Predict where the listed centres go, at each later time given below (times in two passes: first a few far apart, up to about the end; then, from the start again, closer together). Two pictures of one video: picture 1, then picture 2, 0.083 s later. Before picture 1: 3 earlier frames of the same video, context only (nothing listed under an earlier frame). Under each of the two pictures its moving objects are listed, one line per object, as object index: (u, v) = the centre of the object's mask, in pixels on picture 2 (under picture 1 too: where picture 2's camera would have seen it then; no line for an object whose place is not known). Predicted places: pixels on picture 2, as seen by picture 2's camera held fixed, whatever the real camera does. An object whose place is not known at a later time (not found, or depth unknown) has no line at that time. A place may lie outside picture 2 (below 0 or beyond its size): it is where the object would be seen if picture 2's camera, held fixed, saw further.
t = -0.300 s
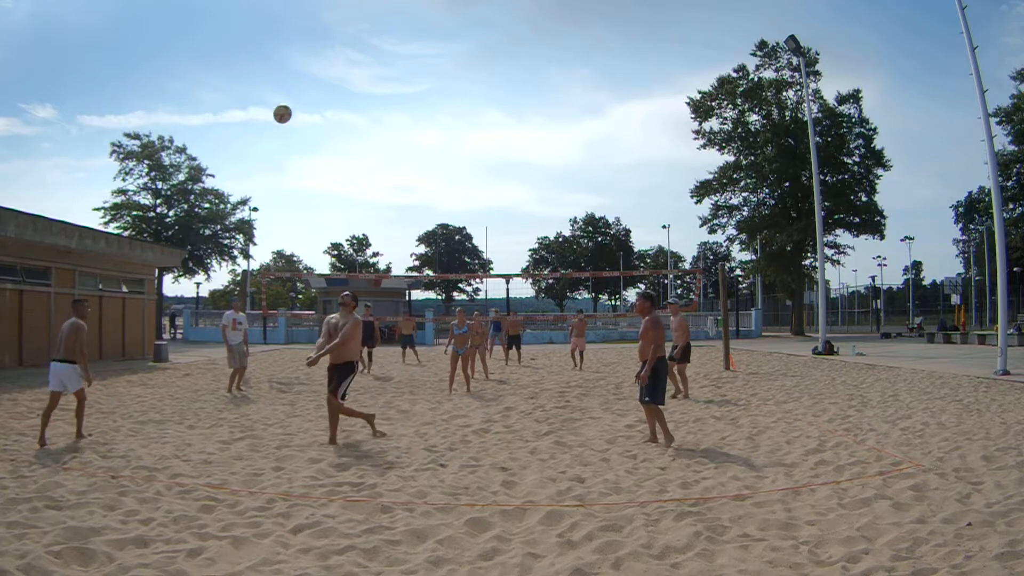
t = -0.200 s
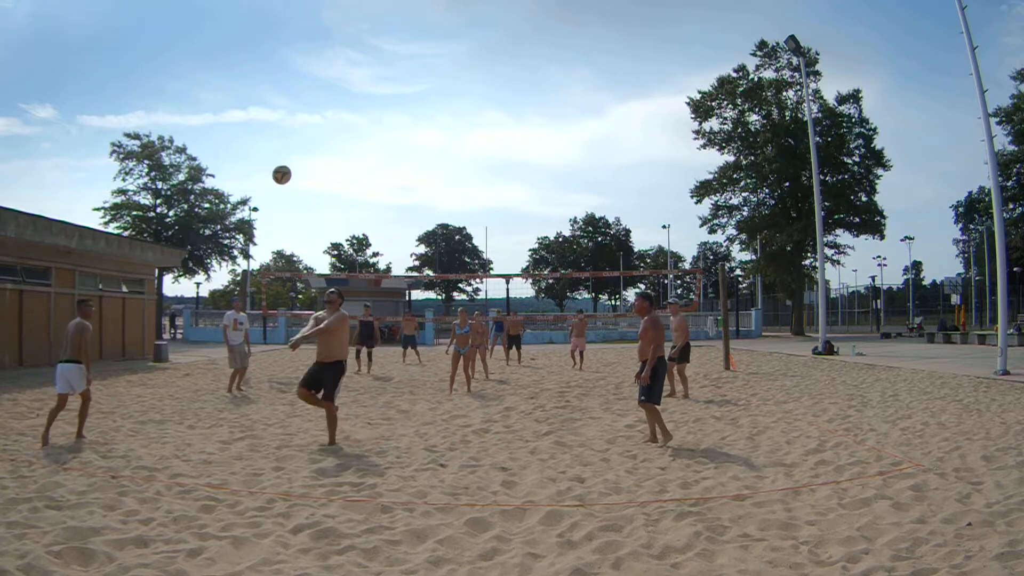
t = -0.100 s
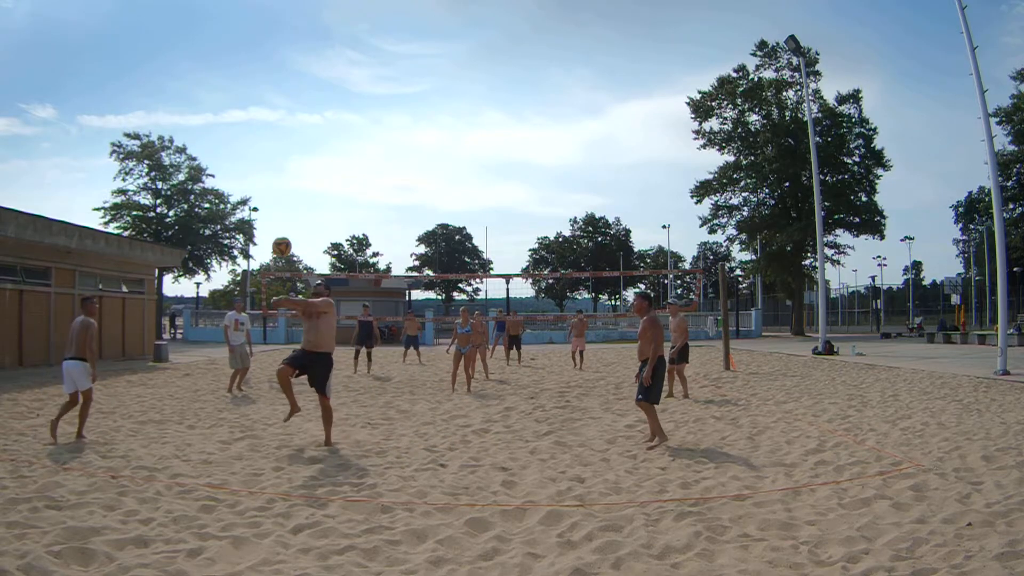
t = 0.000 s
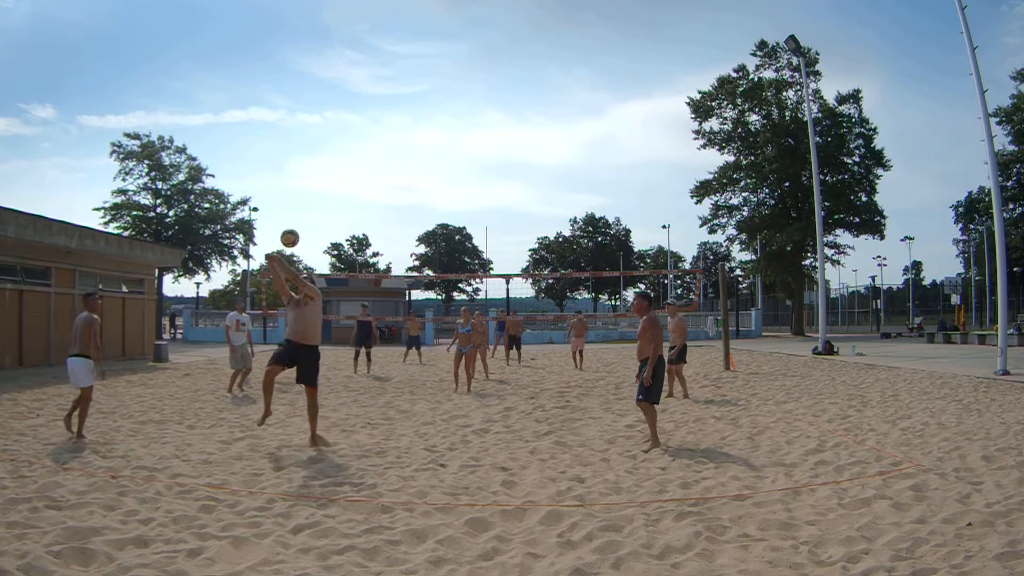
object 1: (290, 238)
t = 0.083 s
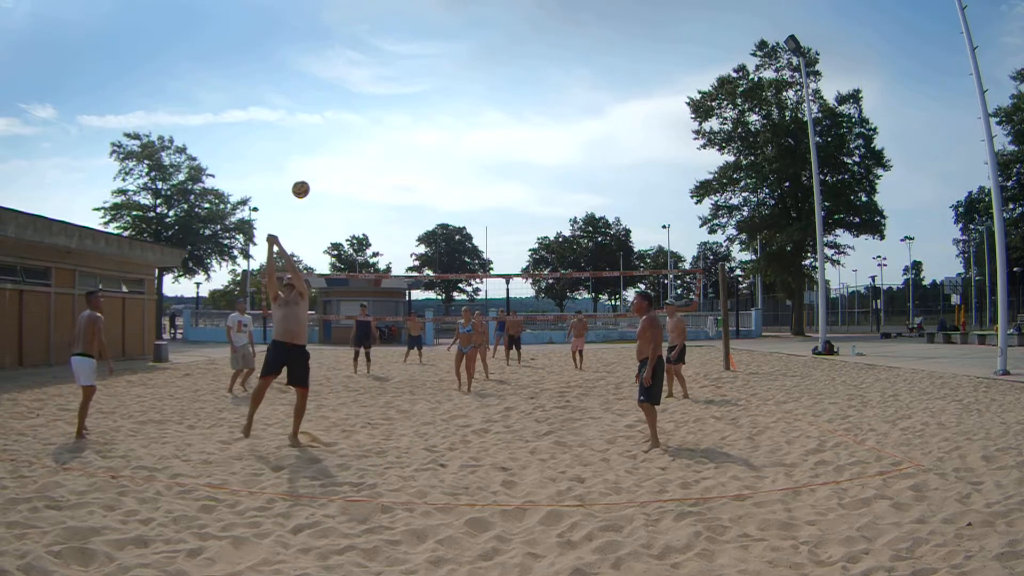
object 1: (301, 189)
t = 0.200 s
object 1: (315, 139)
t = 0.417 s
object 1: (336, 88)
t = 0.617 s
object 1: (351, 77)
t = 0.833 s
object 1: (362, 92)
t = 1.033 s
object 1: (371, 128)
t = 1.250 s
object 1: (378, 187)
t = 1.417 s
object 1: (383, 247)
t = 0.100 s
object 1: (303, 181)
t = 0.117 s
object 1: (305, 173)
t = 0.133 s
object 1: (307, 165)
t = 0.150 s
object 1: (309, 158)
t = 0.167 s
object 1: (311, 151)
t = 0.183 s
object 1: (313, 145)
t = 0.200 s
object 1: (315, 139)
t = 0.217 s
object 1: (317, 133)
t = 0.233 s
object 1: (319, 128)
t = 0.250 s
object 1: (320, 123)
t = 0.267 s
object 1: (322, 118)
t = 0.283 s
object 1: (324, 114)
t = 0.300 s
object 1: (325, 109)
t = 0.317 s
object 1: (327, 106)
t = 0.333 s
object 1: (329, 102)
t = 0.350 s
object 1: (330, 99)
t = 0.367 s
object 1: (332, 96)
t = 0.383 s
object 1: (333, 93)
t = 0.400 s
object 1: (335, 91)
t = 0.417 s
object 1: (336, 88)
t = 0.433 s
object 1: (338, 86)
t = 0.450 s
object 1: (339, 84)
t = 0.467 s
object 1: (340, 83)
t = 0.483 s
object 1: (342, 81)
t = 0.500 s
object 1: (343, 80)
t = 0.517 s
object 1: (344, 79)
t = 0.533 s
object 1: (345, 78)
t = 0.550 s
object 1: (346, 78)
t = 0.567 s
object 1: (348, 77)
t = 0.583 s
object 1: (349, 77)
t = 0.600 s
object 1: (350, 77)
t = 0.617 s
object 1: (351, 77)
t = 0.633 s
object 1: (352, 77)
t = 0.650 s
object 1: (353, 78)
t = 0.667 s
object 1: (354, 78)
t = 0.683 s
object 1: (355, 79)
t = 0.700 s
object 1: (356, 80)
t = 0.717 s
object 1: (357, 81)
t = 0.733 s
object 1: (358, 82)
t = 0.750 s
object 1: (358, 84)
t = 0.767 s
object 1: (359, 85)
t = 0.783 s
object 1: (360, 87)
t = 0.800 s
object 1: (361, 89)
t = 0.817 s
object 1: (362, 90)
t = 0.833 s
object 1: (362, 92)
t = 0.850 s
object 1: (363, 95)
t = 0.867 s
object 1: (364, 97)
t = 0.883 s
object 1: (365, 100)
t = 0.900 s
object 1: (365, 102)
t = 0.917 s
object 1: (366, 105)
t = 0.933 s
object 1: (367, 108)
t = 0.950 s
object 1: (368, 111)
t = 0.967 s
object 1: (368, 114)
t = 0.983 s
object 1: (369, 117)
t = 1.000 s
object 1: (369, 121)
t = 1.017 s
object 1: (370, 124)
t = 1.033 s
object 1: (371, 128)
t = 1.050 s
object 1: (371, 132)
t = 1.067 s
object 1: (372, 136)
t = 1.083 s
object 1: (372, 140)
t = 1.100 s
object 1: (373, 144)
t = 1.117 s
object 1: (374, 148)
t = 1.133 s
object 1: (374, 153)
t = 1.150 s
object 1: (374, 157)
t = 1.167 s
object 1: (375, 162)
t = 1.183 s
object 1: (376, 167)
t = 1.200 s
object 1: (376, 172)
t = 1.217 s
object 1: (377, 177)
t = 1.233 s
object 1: (377, 182)
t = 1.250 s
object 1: (378, 187)
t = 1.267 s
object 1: (378, 193)
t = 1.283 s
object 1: (379, 199)
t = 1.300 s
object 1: (379, 204)
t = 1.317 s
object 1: (380, 210)
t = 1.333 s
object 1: (380, 216)
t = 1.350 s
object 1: (381, 222)
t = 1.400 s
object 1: (382, 241)
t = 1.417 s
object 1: (383, 247)
